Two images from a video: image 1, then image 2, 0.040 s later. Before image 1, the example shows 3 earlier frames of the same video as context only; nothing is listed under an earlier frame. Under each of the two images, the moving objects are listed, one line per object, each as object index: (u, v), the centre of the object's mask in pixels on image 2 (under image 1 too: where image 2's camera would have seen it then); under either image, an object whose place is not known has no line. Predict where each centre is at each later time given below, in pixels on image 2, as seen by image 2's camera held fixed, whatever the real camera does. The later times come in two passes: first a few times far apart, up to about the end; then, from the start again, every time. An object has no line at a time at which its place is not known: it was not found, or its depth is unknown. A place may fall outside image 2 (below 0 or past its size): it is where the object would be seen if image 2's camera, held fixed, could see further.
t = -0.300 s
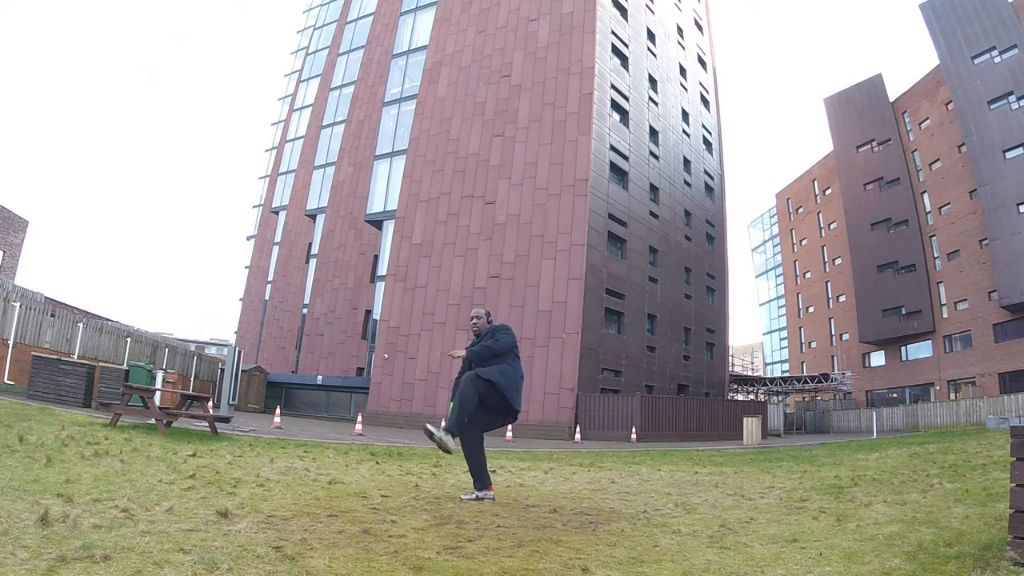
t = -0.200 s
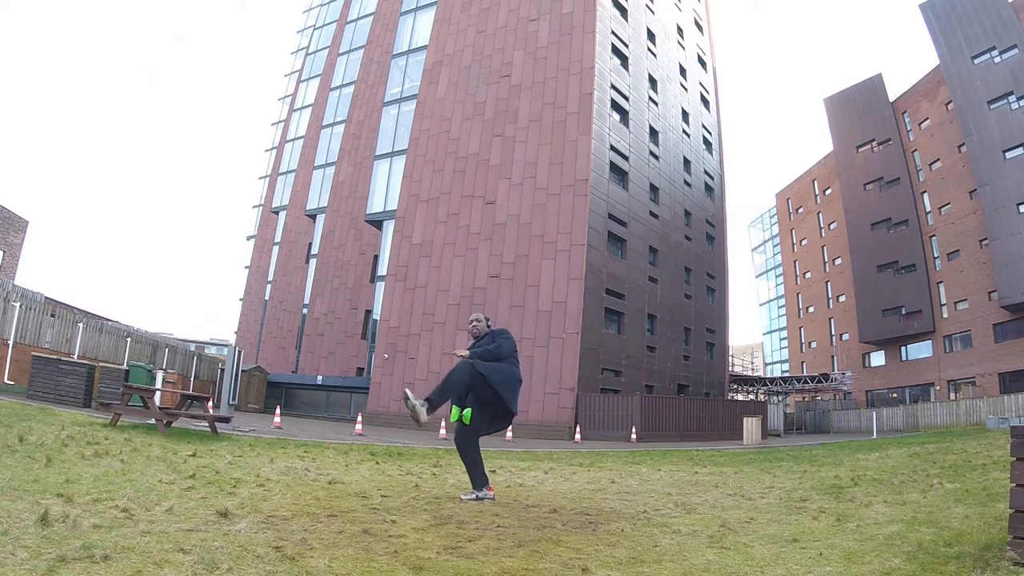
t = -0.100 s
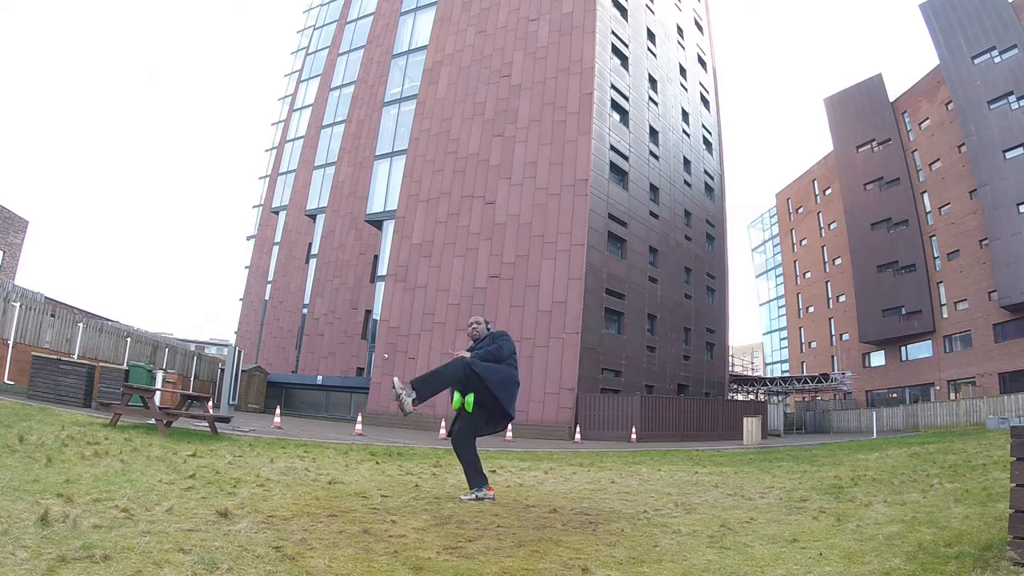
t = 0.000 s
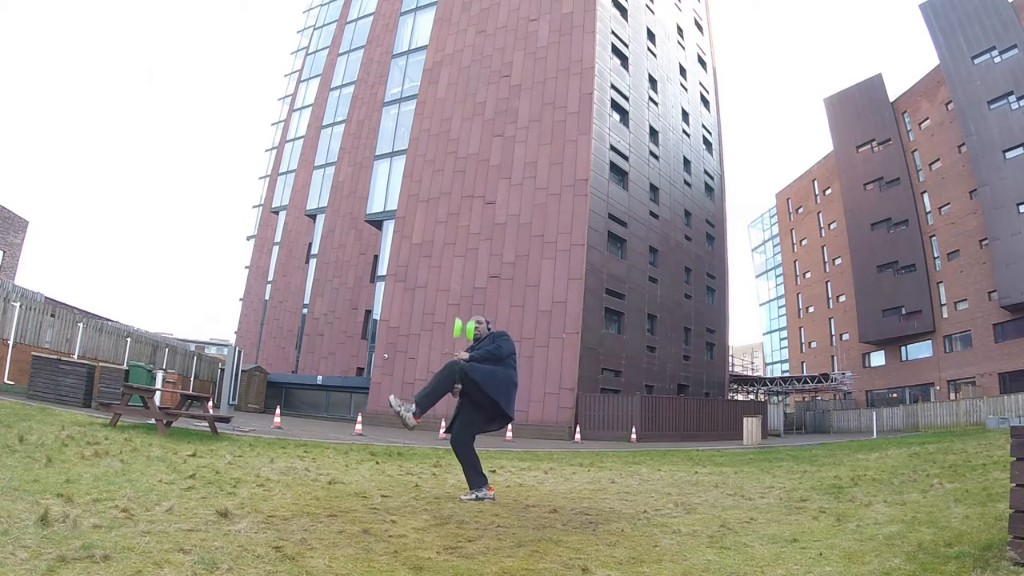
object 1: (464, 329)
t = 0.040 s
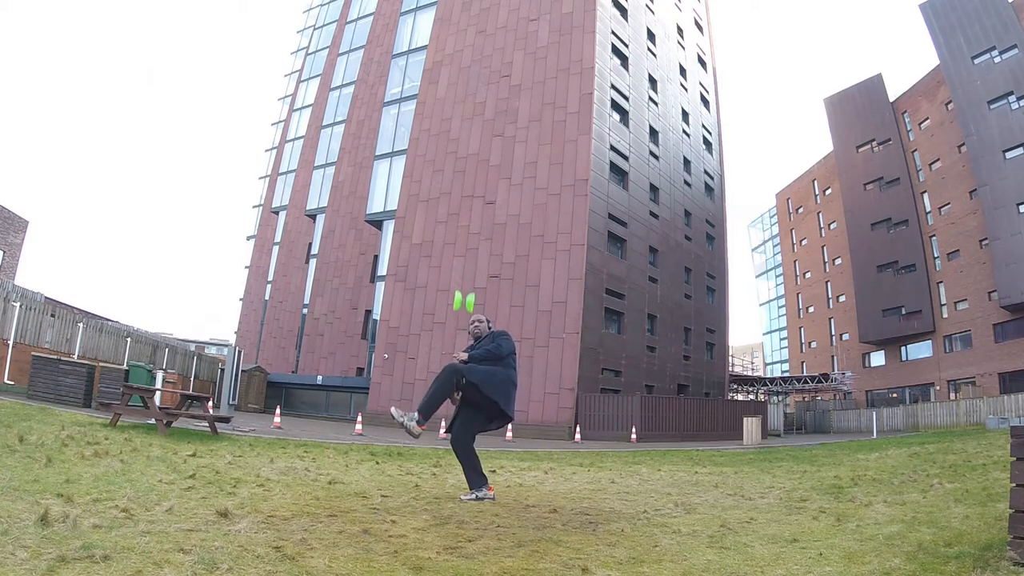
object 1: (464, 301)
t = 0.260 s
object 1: (461, 192)
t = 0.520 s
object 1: (451, 140)
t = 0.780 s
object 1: (433, 164)
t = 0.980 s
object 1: (411, 246)
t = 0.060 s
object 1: (464, 289)
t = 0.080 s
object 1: (463, 277)
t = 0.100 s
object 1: (463, 265)
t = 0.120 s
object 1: (463, 254)
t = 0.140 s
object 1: (463, 244)
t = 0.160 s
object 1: (462, 234)
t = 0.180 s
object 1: (462, 224)
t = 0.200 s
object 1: (462, 215)
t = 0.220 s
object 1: (462, 207)
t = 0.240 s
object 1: (461, 199)
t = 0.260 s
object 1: (461, 192)
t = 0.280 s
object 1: (460, 185)
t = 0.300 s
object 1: (460, 179)
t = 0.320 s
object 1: (459, 173)
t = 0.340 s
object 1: (458, 168)
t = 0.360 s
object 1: (458, 163)
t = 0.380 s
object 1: (457, 159)
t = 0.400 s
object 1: (457, 155)
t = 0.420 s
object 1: (456, 151)
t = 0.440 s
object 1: (455, 148)
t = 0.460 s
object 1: (454, 145)
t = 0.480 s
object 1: (453, 143)
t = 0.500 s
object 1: (452, 142)
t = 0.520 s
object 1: (451, 140)
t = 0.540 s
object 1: (450, 140)
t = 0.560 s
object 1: (449, 139)
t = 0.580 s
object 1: (448, 139)
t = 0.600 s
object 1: (447, 139)
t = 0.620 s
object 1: (446, 140)
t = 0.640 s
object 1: (444, 141)
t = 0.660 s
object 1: (443, 143)
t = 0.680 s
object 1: (441, 146)
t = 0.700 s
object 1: (440, 148)
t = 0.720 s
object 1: (438, 152)
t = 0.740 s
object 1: (436, 155)
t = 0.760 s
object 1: (435, 159)
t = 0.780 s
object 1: (433, 164)
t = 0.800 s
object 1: (431, 170)
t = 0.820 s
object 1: (429, 176)
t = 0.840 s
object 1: (427, 182)
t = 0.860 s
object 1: (425, 189)
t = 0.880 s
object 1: (423, 197)
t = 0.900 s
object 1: (421, 205)
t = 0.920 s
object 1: (418, 214)
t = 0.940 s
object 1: (416, 224)
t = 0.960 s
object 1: (413, 235)
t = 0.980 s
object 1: (411, 246)
